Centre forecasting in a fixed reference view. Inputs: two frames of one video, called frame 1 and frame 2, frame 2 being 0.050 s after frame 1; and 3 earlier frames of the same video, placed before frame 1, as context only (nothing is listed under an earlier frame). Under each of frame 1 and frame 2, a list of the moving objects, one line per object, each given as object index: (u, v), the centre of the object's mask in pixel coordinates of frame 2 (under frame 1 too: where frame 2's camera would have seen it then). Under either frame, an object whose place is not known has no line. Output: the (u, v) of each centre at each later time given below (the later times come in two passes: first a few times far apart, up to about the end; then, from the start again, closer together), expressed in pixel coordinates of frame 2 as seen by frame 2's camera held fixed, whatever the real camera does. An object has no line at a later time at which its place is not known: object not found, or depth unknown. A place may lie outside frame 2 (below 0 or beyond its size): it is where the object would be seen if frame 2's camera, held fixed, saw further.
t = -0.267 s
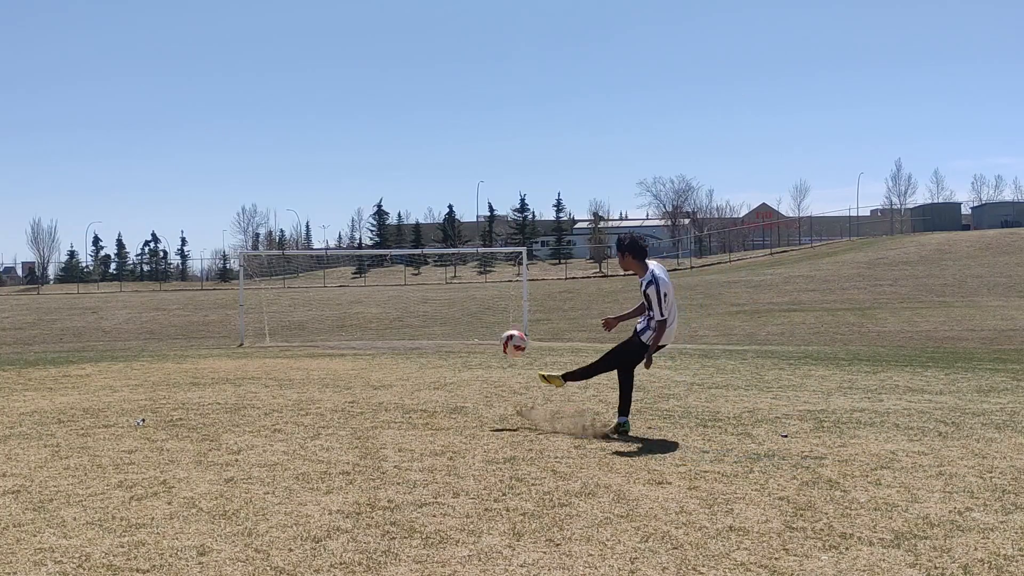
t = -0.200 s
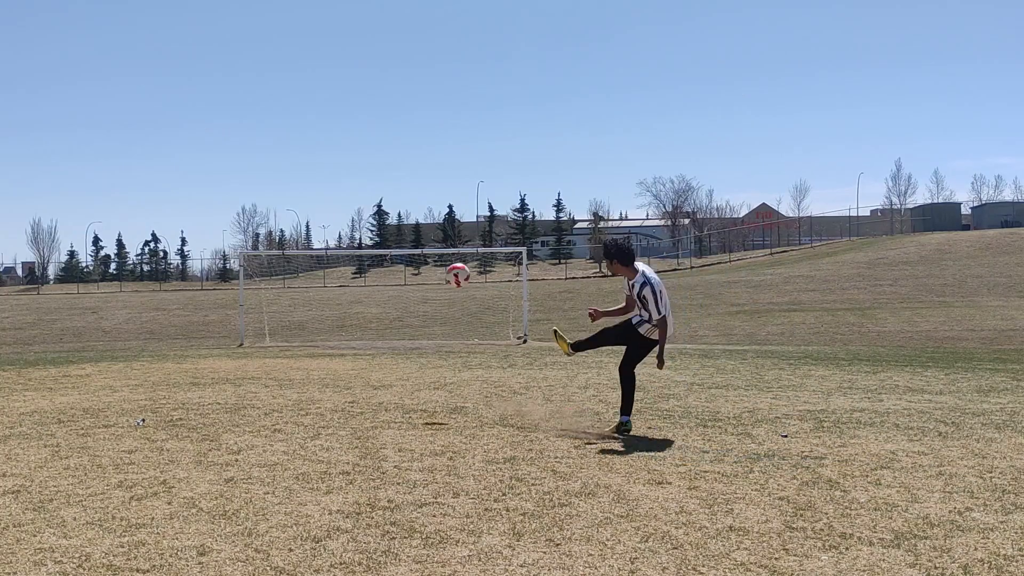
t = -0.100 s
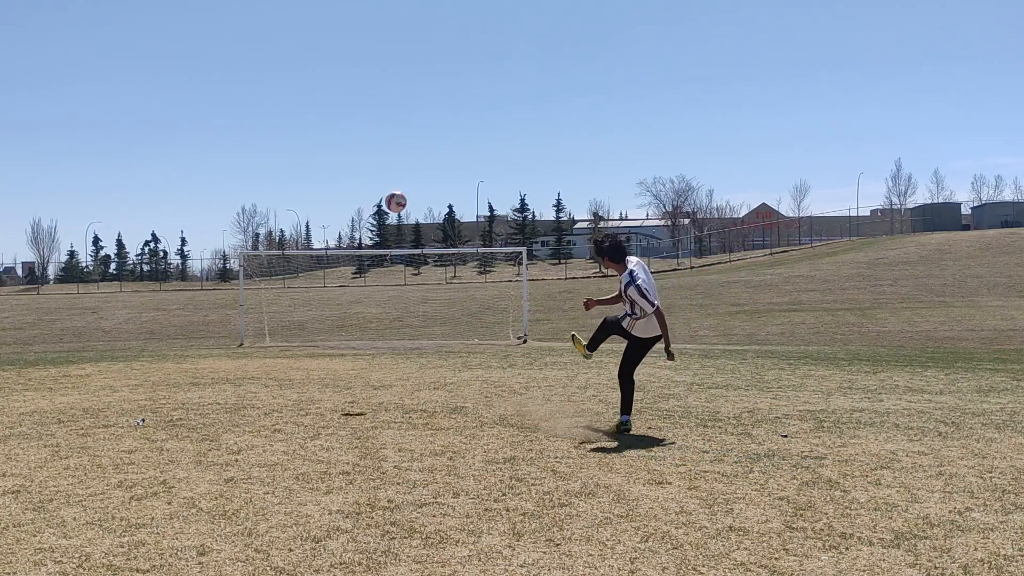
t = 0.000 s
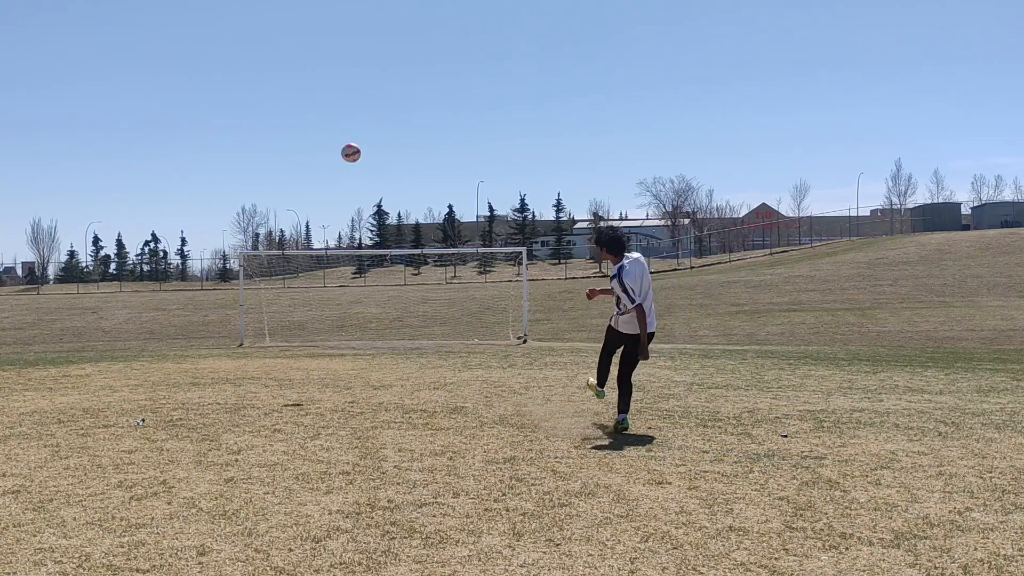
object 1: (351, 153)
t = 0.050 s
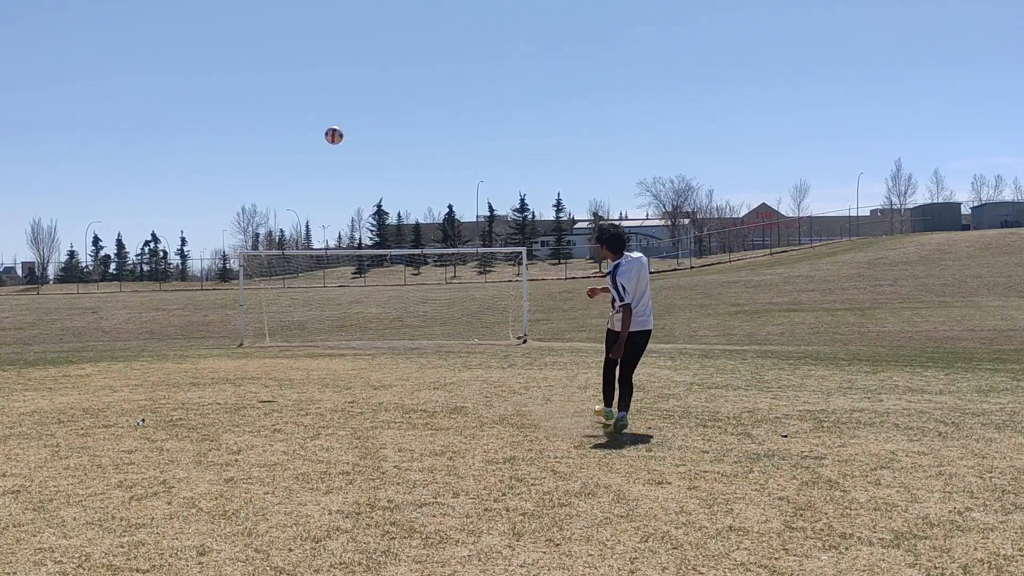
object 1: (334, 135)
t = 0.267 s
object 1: (283, 95)
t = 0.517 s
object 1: (255, 97)
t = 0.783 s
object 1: (245, 132)
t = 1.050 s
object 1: (245, 188)
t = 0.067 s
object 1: (329, 130)
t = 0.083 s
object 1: (324, 126)
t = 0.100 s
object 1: (319, 122)
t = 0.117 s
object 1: (314, 118)
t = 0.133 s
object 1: (310, 114)
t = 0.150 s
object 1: (306, 111)
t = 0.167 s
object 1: (302, 108)
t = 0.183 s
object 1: (298, 105)
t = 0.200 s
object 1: (295, 103)
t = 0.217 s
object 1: (292, 100)
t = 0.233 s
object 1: (289, 98)
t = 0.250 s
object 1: (286, 97)
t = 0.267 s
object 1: (283, 95)
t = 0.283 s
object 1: (280, 94)
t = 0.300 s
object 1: (278, 93)
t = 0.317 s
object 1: (275, 92)
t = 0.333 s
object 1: (273, 92)
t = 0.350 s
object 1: (271, 92)
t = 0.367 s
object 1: (269, 91)
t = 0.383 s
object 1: (267, 91)
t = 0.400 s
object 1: (266, 92)
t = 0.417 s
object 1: (264, 92)
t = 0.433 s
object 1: (262, 93)
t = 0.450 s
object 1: (261, 93)
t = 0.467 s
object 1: (259, 94)
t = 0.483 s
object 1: (258, 95)
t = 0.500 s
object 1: (256, 96)
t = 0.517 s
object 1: (255, 97)
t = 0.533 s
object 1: (254, 99)
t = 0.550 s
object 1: (254, 100)
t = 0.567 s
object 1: (253, 102)
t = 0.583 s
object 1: (251, 104)
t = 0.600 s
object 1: (251, 106)
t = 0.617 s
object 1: (250, 108)
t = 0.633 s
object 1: (249, 110)
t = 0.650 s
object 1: (248, 112)
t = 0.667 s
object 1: (248, 114)
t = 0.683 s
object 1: (247, 116)
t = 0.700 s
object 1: (247, 119)
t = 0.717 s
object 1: (246, 121)
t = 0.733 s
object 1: (246, 124)
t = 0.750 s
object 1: (245, 127)
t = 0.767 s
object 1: (245, 130)
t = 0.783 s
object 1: (245, 132)
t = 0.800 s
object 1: (244, 135)
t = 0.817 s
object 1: (244, 138)
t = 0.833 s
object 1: (244, 141)
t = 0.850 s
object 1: (244, 145)
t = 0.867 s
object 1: (244, 148)
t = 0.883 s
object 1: (244, 151)
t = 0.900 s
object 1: (244, 155)
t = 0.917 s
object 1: (244, 158)
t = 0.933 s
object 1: (244, 162)
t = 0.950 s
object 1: (244, 165)
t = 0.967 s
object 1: (244, 169)
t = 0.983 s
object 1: (244, 172)
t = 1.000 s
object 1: (244, 176)
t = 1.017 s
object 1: (244, 180)
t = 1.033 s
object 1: (244, 184)
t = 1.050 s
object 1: (245, 188)
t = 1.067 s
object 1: (245, 192)
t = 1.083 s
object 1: (245, 196)
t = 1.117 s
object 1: (246, 204)
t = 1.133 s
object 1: (246, 208)
